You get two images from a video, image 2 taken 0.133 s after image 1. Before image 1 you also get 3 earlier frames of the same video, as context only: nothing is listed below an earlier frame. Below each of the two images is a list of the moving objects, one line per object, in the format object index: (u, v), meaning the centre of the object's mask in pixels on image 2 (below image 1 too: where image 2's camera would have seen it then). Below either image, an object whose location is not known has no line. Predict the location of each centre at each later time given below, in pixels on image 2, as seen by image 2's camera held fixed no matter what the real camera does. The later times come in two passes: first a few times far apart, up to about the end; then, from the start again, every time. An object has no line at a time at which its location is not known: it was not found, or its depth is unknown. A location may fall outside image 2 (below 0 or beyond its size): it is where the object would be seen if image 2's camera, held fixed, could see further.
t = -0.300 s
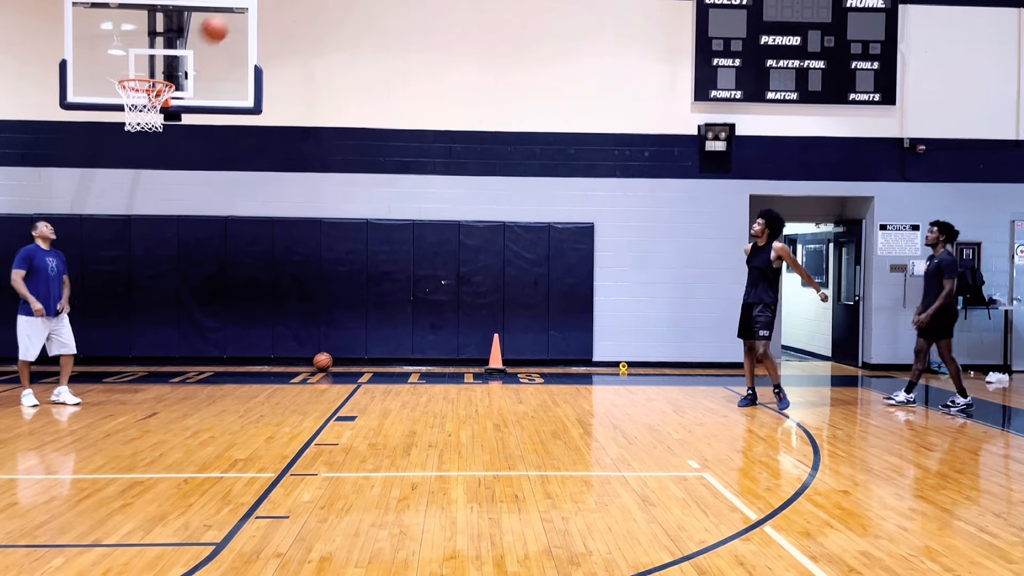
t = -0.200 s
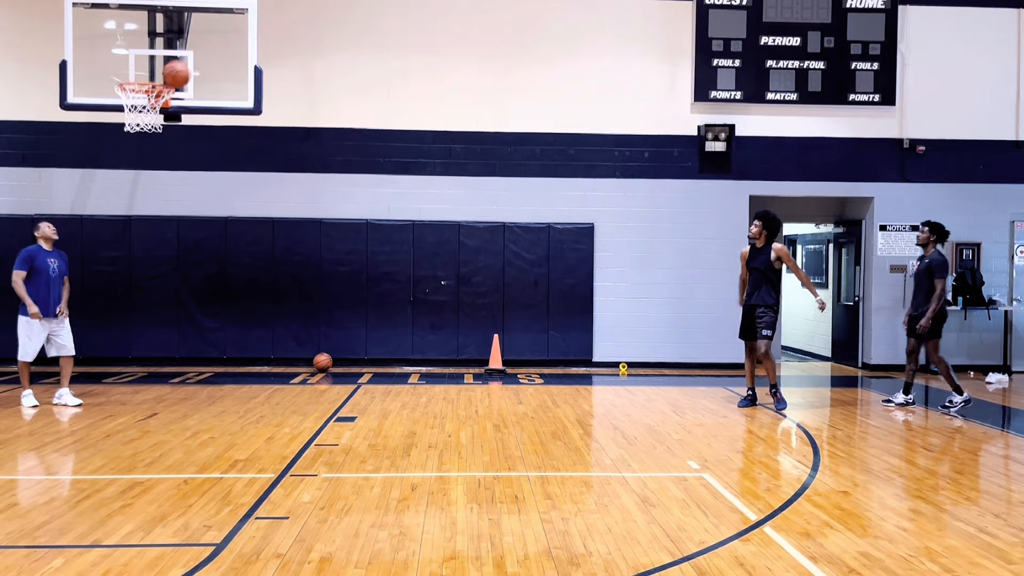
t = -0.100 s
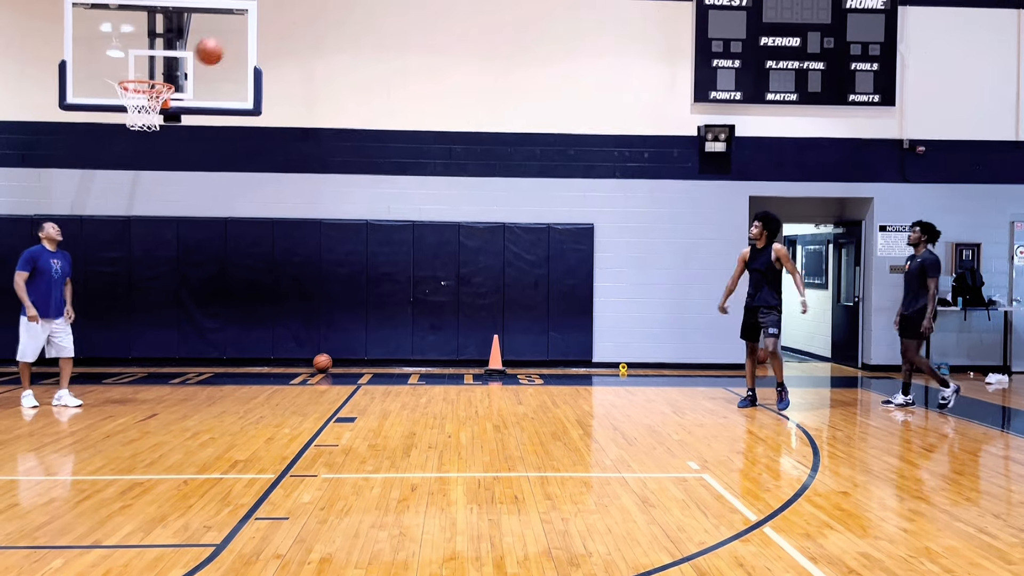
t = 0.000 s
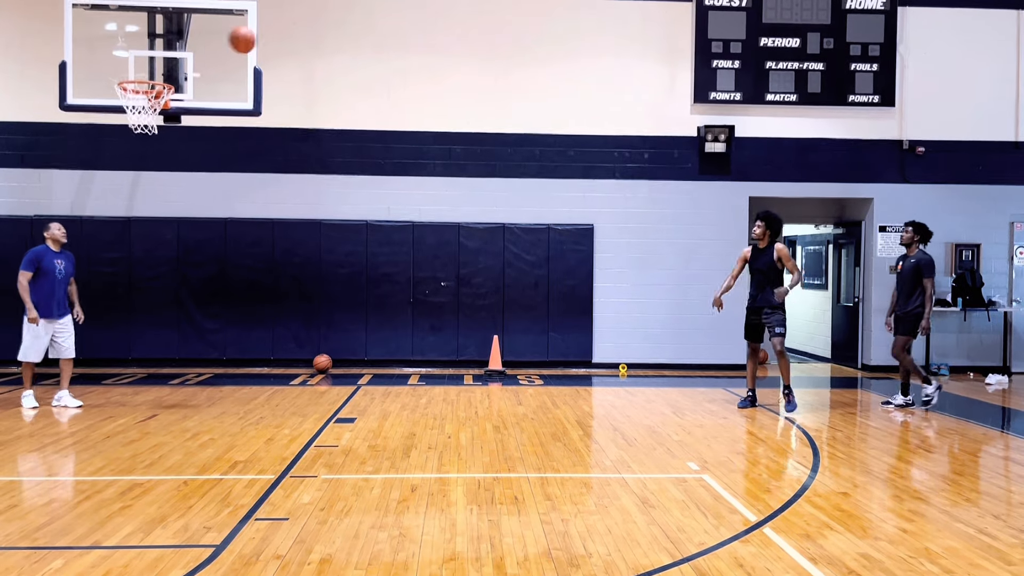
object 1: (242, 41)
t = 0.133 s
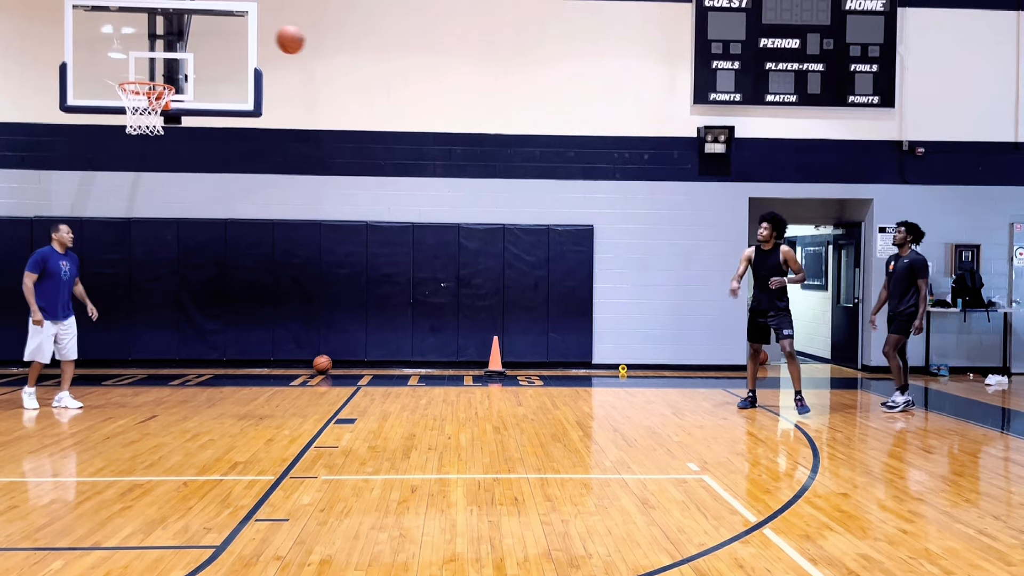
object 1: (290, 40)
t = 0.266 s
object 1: (339, 59)
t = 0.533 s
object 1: (447, 170)
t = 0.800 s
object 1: (563, 390)
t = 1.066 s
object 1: (658, 311)
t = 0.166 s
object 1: (302, 43)
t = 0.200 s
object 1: (314, 48)
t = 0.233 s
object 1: (327, 53)
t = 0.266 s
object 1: (339, 59)
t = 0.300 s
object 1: (352, 69)
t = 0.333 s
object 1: (365, 79)
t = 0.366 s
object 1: (378, 91)
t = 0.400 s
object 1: (392, 105)
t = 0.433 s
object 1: (405, 120)
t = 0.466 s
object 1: (420, 138)
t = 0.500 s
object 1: (434, 153)
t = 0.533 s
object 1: (447, 170)
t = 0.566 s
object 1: (461, 192)
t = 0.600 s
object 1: (476, 217)
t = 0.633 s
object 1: (490, 242)
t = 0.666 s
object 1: (505, 268)
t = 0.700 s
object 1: (519, 297)
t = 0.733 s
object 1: (534, 327)
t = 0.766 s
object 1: (548, 356)
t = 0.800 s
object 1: (563, 390)
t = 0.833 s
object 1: (579, 427)
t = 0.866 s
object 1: (594, 442)
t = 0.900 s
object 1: (603, 419)
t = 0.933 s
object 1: (614, 393)
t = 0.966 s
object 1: (625, 371)
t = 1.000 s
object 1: (635, 351)
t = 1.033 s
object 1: (647, 330)
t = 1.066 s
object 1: (658, 311)
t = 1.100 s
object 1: (670, 293)
